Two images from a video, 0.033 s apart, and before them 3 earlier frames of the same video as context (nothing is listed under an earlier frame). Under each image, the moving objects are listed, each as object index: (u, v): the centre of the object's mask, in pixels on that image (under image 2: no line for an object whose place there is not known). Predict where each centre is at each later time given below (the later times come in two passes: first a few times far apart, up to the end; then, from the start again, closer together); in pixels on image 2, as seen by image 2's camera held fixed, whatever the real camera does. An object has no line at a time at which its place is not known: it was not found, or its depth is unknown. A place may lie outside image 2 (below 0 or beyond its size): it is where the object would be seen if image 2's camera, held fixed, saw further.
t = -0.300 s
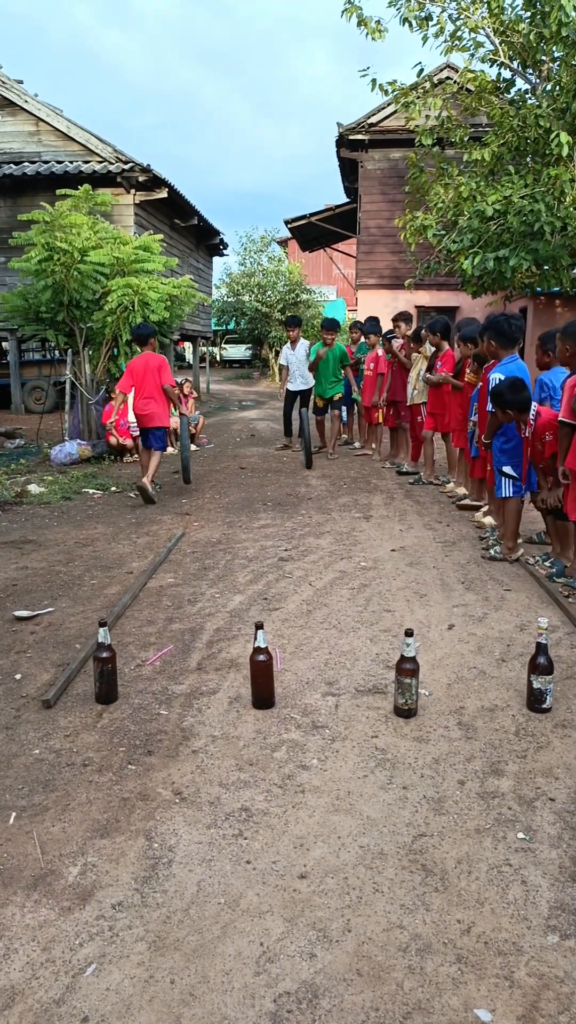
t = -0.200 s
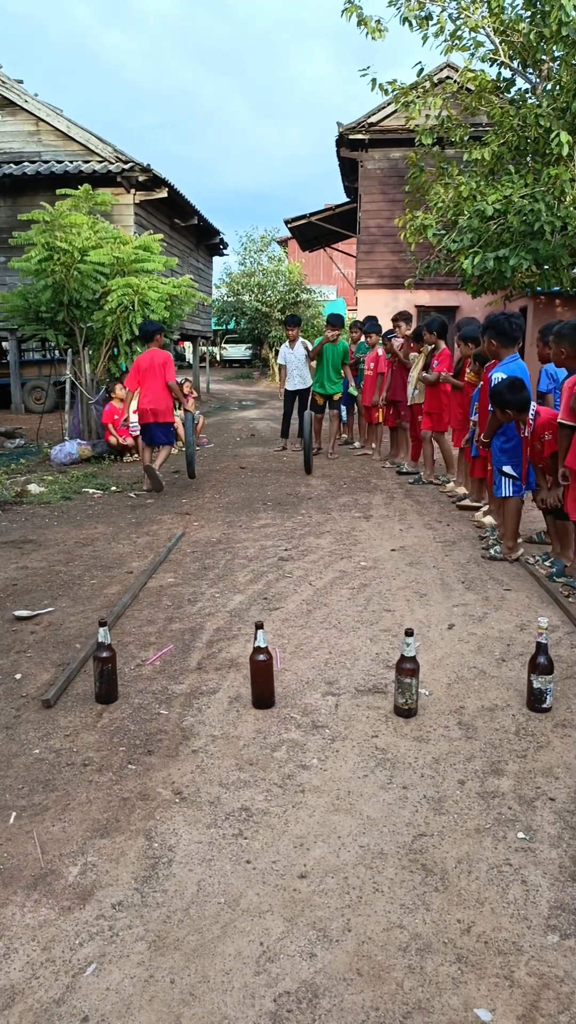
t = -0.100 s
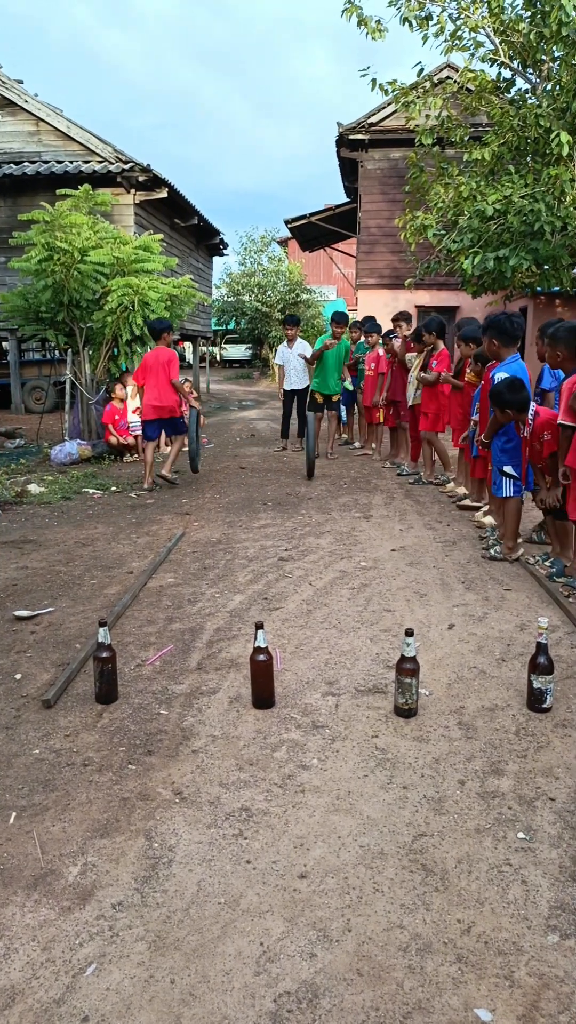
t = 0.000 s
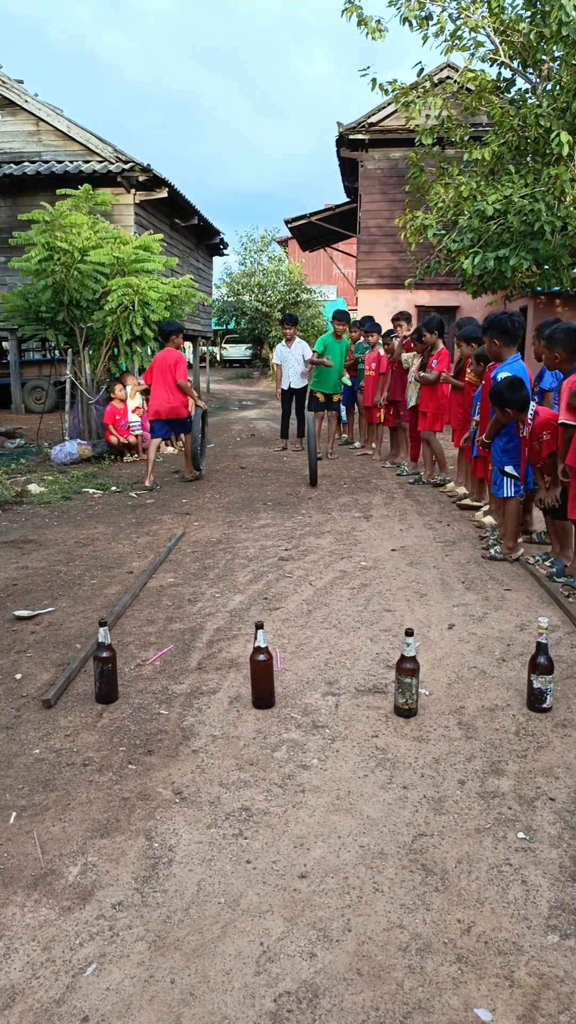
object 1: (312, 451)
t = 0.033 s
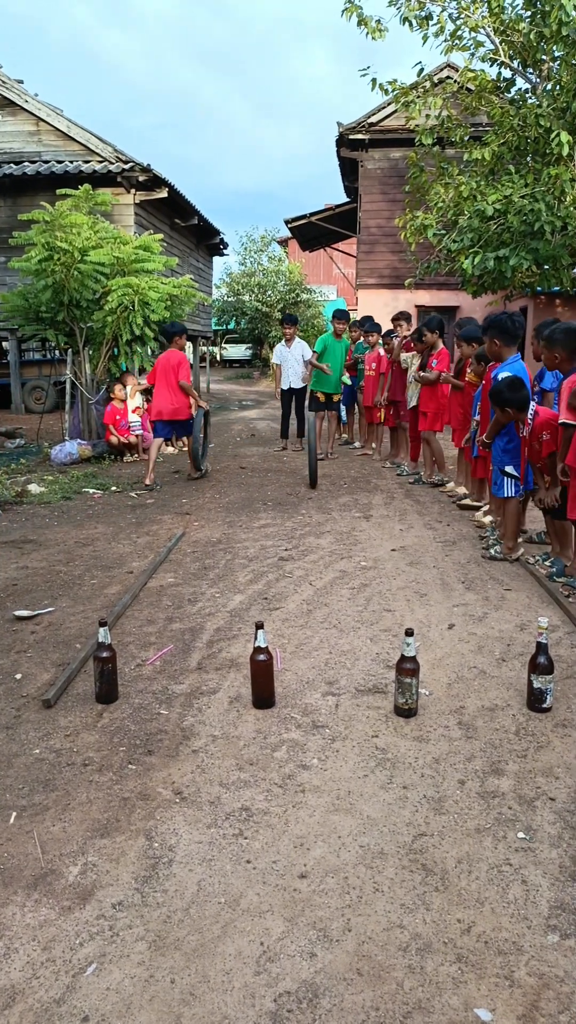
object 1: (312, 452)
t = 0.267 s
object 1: (314, 468)
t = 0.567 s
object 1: (317, 493)
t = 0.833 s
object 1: (318, 520)
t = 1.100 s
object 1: (318, 559)
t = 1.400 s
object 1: (315, 642)
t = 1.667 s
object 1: (306, 814)
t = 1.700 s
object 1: (302, 849)
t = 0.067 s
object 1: (312, 454)
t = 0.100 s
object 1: (313, 458)
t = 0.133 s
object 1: (313, 459)
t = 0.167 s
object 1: (313, 462)
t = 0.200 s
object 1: (314, 465)
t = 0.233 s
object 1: (314, 466)
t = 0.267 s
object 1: (314, 468)
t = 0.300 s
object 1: (314, 471)
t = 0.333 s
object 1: (314, 473)
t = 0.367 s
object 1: (315, 476)
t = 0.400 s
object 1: (315, 478)
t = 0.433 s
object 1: (316, 480)
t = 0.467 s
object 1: (316, 483)
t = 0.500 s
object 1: (317, 485)
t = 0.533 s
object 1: (317, 490)
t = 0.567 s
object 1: (317, 493)
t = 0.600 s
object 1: (317, 494)
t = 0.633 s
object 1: (317, 498)
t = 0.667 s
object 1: (317, 502)
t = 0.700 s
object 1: (317, 506)
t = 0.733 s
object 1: (318, 509)
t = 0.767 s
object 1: (318, 512)
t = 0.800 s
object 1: (318, 515)
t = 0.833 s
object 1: (318, 520)
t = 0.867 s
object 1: (319, 522)
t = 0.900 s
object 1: (319, 528)
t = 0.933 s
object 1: (319, 531)
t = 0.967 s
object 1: (318, 535)
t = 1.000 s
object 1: (318, 542)
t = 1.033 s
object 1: (318, 549)
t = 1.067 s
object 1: (318, 554)
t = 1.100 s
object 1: (318, 559)
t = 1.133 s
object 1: (318, 569)
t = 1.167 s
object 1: (318, 576)
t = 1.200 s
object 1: (318, 583)
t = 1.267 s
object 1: (317, 603)
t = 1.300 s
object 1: (317, 614)
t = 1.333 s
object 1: (316, 622)
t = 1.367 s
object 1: (316, 633)
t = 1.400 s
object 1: (315, 642)
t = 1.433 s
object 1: (314, 656)
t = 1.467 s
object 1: (313, 675)
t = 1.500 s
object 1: (313, 697)
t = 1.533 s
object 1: (312, 712)
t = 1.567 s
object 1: (311, 732)
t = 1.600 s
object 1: (309, 756)
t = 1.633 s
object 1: (307, 784)
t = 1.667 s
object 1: (306, 814)
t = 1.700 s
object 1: (302, 849)
